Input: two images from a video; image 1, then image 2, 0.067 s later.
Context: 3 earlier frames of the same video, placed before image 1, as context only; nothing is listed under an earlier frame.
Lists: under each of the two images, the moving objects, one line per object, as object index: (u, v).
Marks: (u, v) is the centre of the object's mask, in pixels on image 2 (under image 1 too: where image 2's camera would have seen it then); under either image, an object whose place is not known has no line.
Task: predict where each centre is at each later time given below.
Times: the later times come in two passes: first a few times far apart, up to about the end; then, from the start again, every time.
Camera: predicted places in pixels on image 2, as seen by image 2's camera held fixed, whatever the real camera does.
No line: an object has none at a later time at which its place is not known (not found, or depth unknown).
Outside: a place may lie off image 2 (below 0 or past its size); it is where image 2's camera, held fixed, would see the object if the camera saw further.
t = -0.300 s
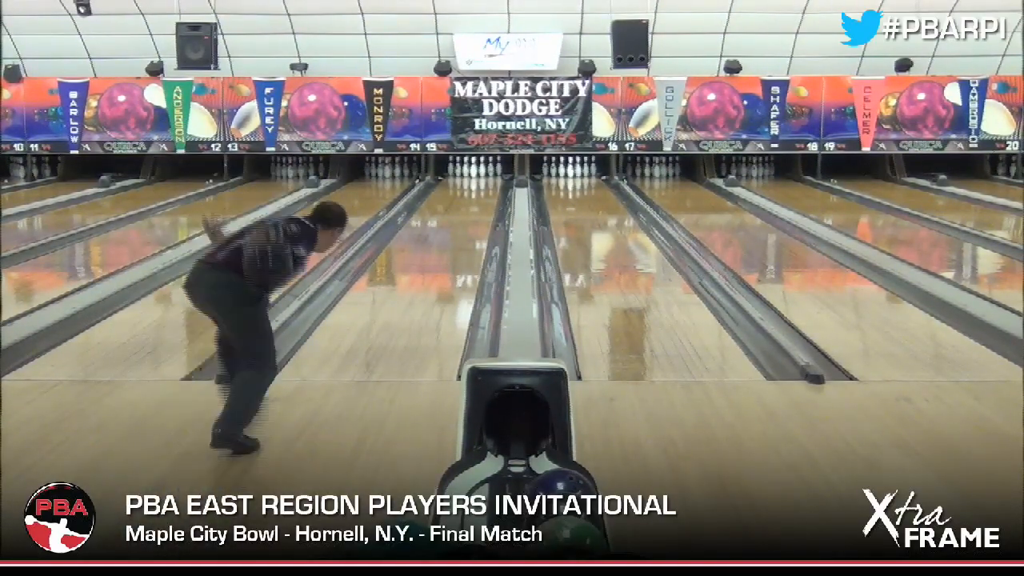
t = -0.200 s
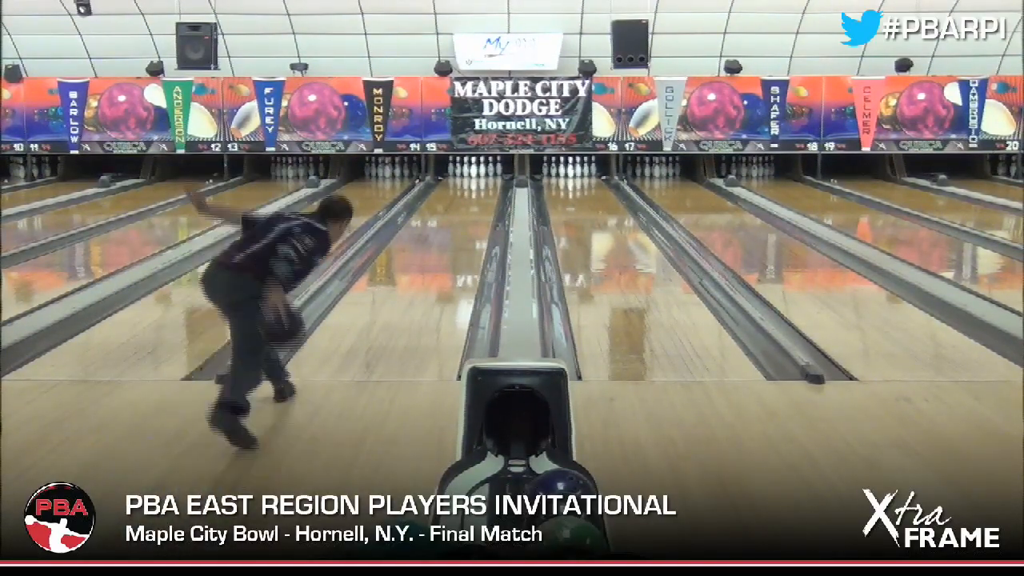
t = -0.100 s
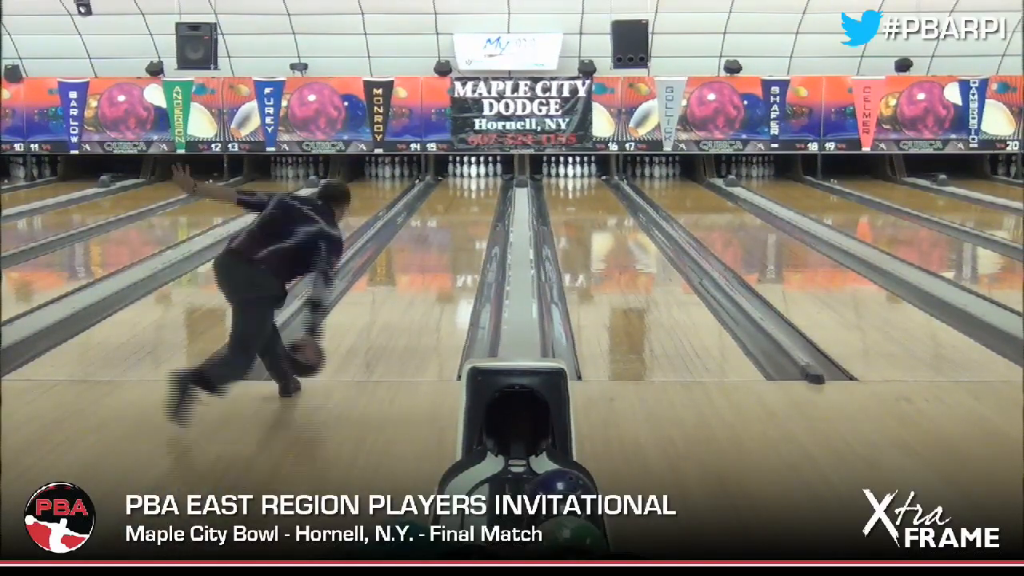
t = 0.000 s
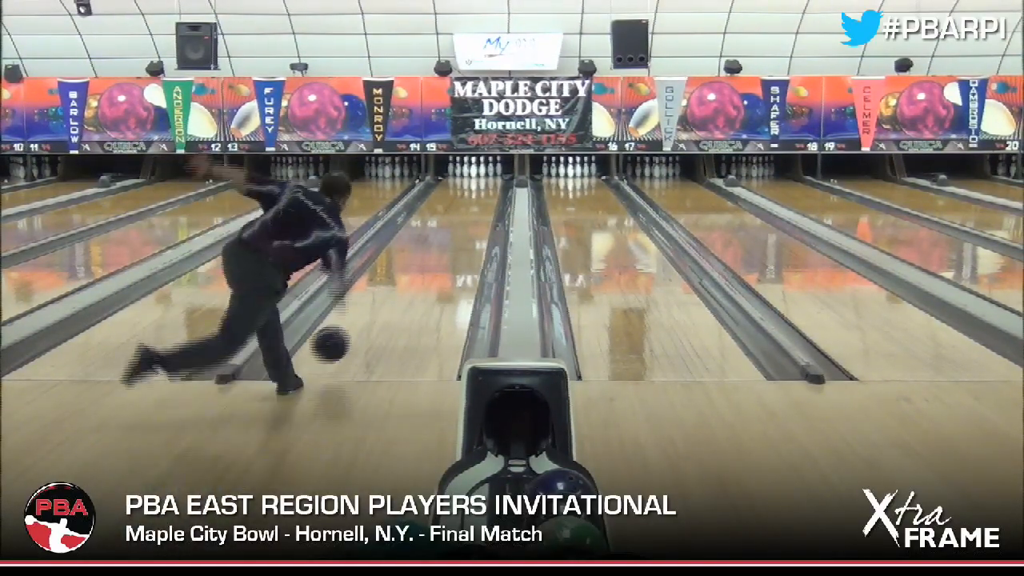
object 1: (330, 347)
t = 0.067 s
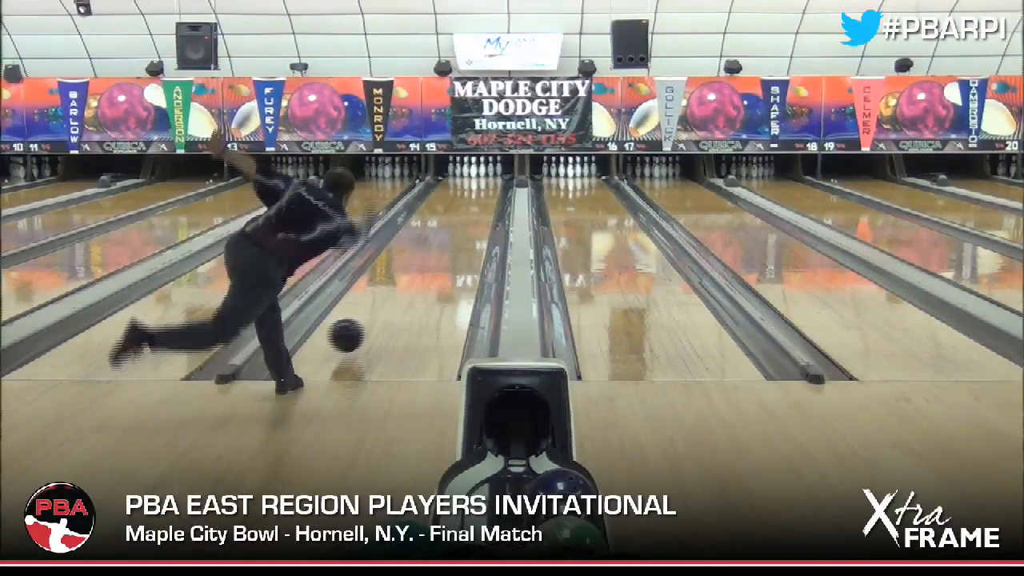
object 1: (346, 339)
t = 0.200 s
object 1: (372, 316)
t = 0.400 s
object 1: (401, 284)
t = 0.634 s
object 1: (426, 256)
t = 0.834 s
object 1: (442, 235)
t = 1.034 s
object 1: (455, 221)
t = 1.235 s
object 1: (464, 209)
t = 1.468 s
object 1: (472, 198)
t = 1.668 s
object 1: (477, 190)
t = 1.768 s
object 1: (478, 186)
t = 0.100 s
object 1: (353, 336)
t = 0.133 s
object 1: (360, 328)
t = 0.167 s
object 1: (366, 322)
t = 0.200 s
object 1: (372, 316)
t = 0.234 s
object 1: (378, 309)
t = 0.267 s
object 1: (383, 304)
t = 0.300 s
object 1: (388, 298)
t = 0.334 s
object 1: (393, 293)
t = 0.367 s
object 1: (397, 288)
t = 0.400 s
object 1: (401, 284)
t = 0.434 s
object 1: (405, 279)
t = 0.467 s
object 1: (409, 275)
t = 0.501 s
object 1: (413, 270)
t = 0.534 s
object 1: (417, 267)
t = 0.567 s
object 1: (420, 263)
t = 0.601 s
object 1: (423, 260)
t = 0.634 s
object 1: (426, 256)
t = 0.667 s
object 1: (429, 252)
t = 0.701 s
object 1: (433, 249)
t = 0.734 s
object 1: (435, 246)
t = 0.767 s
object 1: (437, 243)
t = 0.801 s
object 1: (440, 238)
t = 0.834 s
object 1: (442, 235)
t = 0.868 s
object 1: (444, 233)
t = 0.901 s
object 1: (447, 230)
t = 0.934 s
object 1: (449, 228)
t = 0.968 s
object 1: (451, 226)
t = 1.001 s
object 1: (453, 223)
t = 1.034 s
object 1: (455, 221)
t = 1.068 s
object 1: (456, 219)
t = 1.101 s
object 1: (458, 217)
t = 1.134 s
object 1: (460, 214)
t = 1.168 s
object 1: (461, 213)
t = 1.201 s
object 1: (463, 211)
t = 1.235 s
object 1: (464, 209)
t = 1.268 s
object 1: (465, 207)
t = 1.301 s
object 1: (467, 206)
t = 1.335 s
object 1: (468, 204)
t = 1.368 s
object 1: (469, 202)
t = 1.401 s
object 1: (471, 201)
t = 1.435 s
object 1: (471, 199)
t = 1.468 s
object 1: (472, 198)
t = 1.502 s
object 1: (474, 196)
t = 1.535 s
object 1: (474, 195)
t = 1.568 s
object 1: (475, 193)
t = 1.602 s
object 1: (476, 192)
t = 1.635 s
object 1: (476, 191)
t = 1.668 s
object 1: (477, 190)
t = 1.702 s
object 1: (478, 188)
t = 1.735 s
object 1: (478, 187)
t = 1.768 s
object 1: (478, 186)
